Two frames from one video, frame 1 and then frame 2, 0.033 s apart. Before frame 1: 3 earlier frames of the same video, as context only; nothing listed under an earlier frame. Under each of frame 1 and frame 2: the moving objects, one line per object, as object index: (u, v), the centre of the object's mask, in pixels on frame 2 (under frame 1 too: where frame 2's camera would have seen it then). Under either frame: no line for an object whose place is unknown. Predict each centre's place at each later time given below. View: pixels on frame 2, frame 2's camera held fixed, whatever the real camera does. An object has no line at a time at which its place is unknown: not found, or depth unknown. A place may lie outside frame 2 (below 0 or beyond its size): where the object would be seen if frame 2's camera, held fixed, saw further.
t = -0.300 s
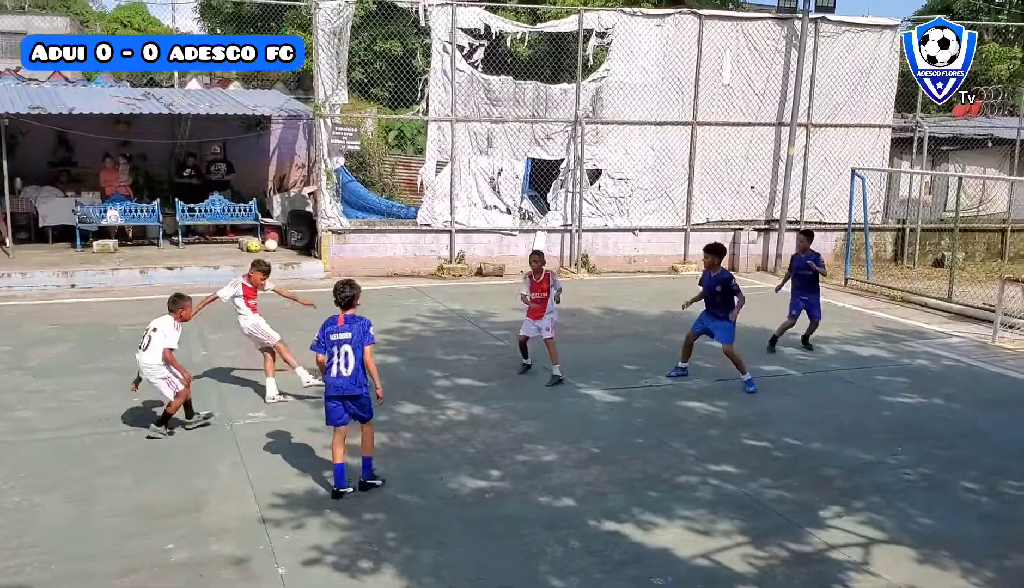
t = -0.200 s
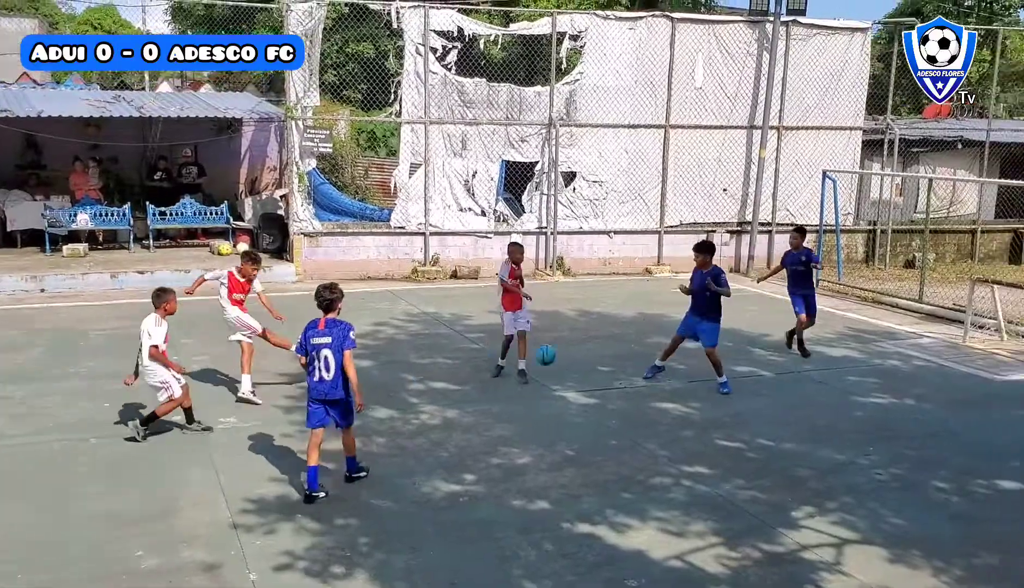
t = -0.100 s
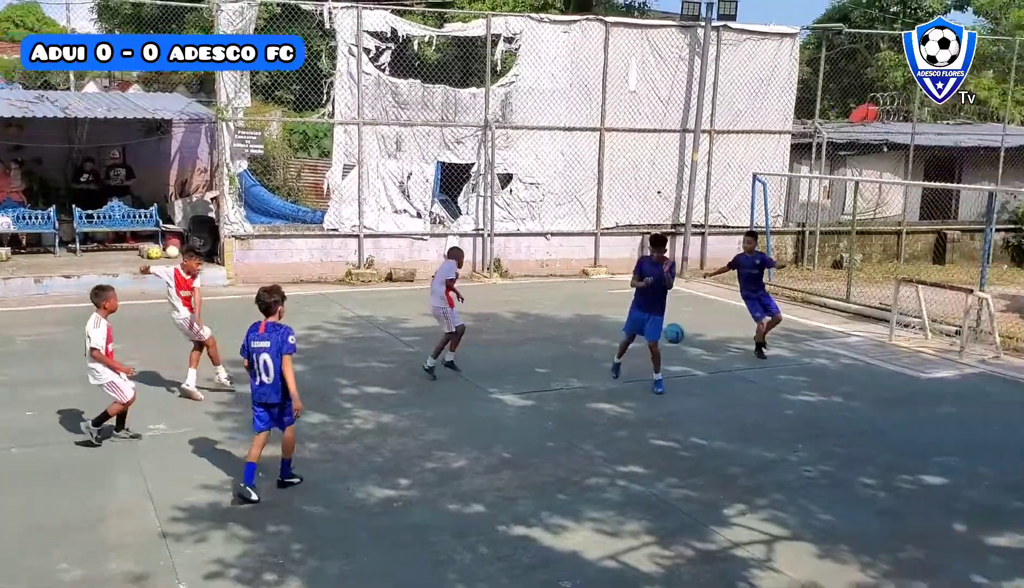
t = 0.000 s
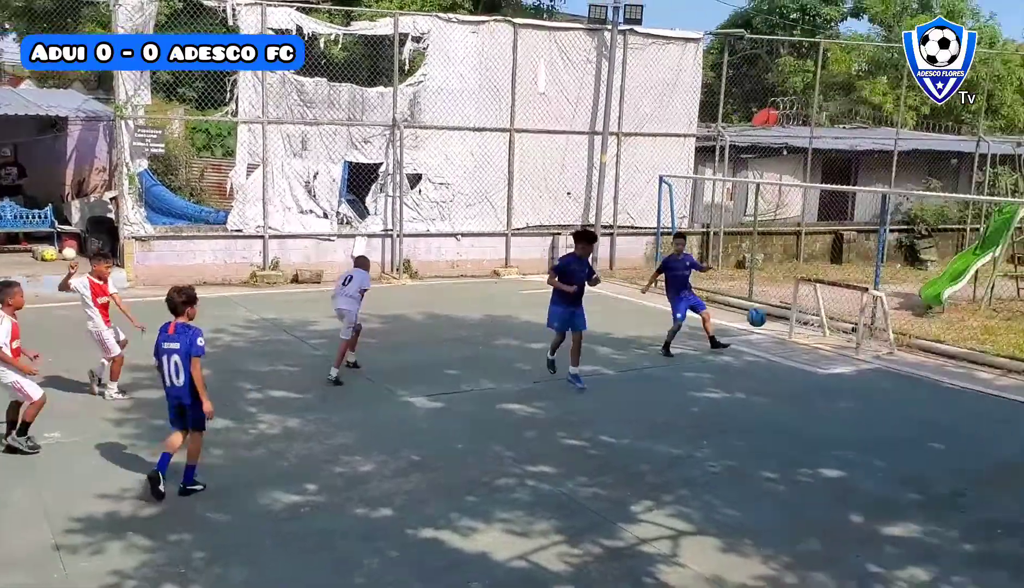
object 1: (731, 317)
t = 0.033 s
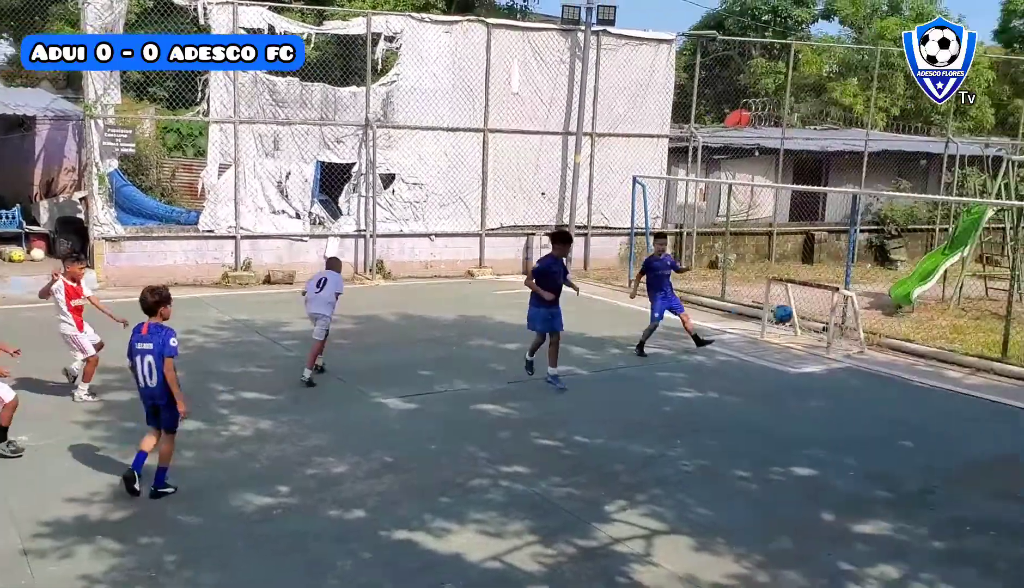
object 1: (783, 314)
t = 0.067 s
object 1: (833, 312)
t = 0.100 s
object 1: (881, 309)
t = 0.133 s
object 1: (950, 309)
